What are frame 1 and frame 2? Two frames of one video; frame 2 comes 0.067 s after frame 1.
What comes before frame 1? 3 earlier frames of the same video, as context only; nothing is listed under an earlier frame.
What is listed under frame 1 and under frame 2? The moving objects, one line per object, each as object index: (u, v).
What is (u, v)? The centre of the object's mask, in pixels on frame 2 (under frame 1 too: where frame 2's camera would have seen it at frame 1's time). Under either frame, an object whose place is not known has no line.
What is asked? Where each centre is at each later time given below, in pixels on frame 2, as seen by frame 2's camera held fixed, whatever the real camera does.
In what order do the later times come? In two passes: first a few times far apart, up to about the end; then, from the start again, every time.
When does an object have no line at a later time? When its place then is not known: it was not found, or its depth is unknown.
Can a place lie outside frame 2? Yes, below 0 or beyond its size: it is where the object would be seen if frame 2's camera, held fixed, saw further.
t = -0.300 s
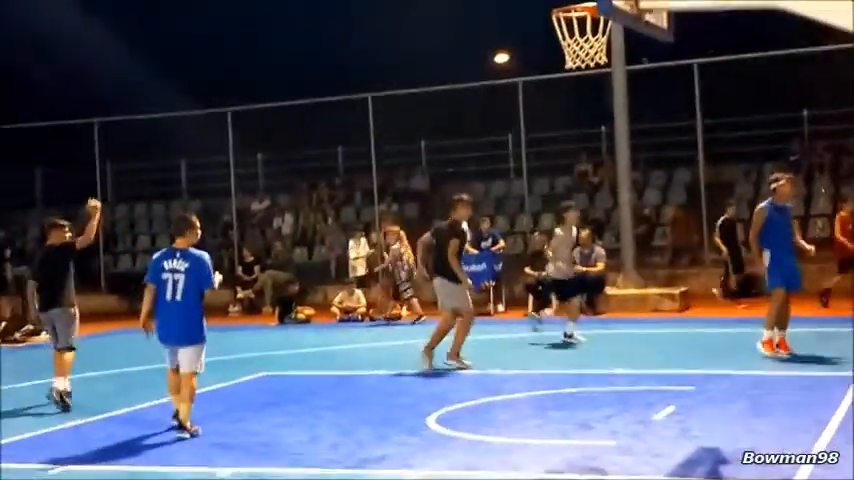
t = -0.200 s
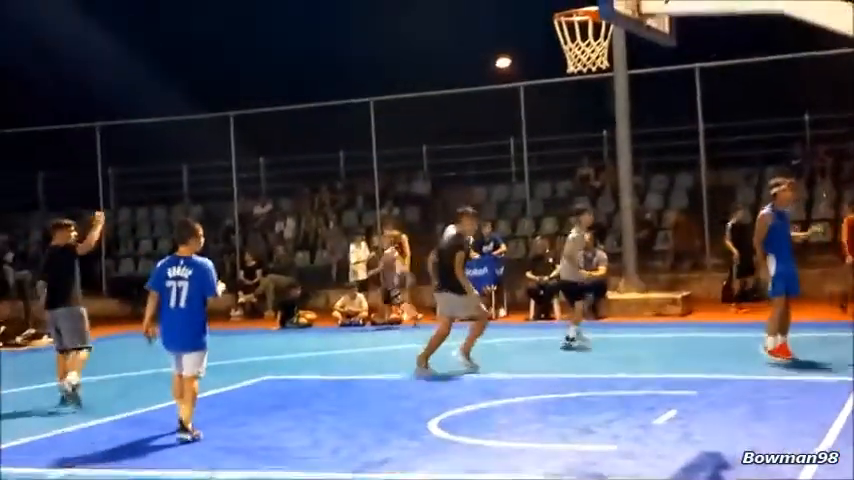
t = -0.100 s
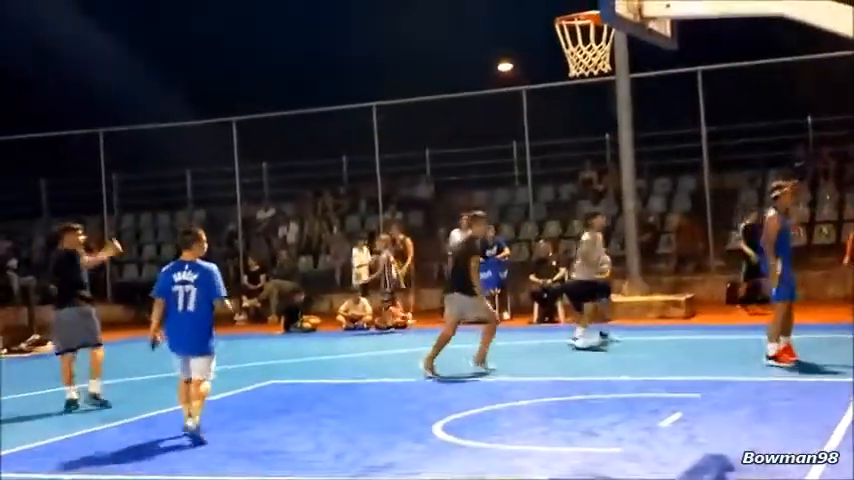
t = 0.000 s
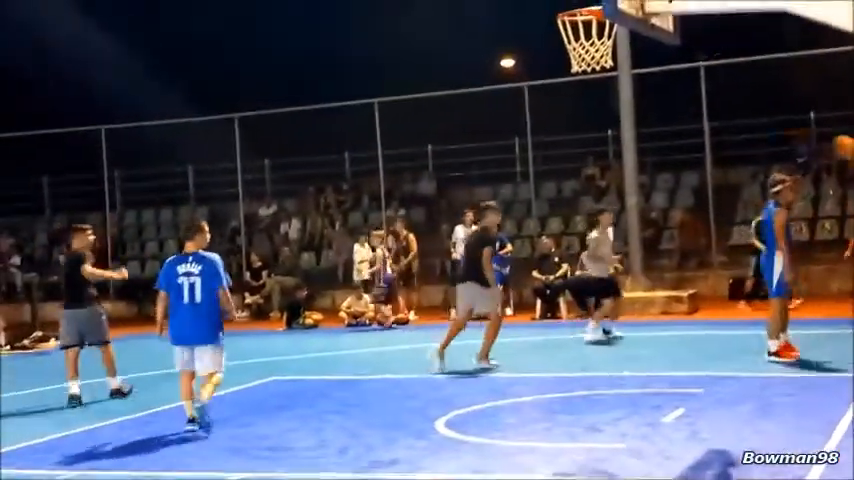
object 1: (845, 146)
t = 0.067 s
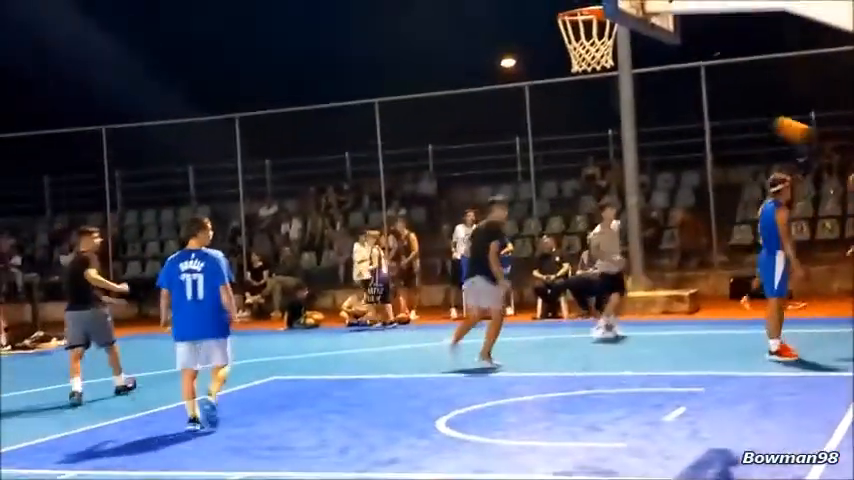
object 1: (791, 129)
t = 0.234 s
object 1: (655, 103)
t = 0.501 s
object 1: (436, 115)
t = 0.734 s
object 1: (254, 177)
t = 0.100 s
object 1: (762, 120)
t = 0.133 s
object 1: (735, 114)
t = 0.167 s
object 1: (708, 109)
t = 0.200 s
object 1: (682, 106)
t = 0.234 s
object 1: (655, 103)
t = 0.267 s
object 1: (626, 101)
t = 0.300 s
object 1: (598, 100)
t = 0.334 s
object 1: (571, 104)
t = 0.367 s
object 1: (545, 104)
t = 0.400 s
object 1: (515, 106)
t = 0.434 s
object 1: (488, 109)
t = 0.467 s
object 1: (462, 112)
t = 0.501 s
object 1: (436, 115)
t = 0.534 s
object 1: (409, 121)
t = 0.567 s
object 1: (383, 128)
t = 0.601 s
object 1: (358, 136)
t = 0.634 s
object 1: (331, 144)
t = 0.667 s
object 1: (306, 153)
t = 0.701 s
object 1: (279, 165)
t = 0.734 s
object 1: (254, 177)
